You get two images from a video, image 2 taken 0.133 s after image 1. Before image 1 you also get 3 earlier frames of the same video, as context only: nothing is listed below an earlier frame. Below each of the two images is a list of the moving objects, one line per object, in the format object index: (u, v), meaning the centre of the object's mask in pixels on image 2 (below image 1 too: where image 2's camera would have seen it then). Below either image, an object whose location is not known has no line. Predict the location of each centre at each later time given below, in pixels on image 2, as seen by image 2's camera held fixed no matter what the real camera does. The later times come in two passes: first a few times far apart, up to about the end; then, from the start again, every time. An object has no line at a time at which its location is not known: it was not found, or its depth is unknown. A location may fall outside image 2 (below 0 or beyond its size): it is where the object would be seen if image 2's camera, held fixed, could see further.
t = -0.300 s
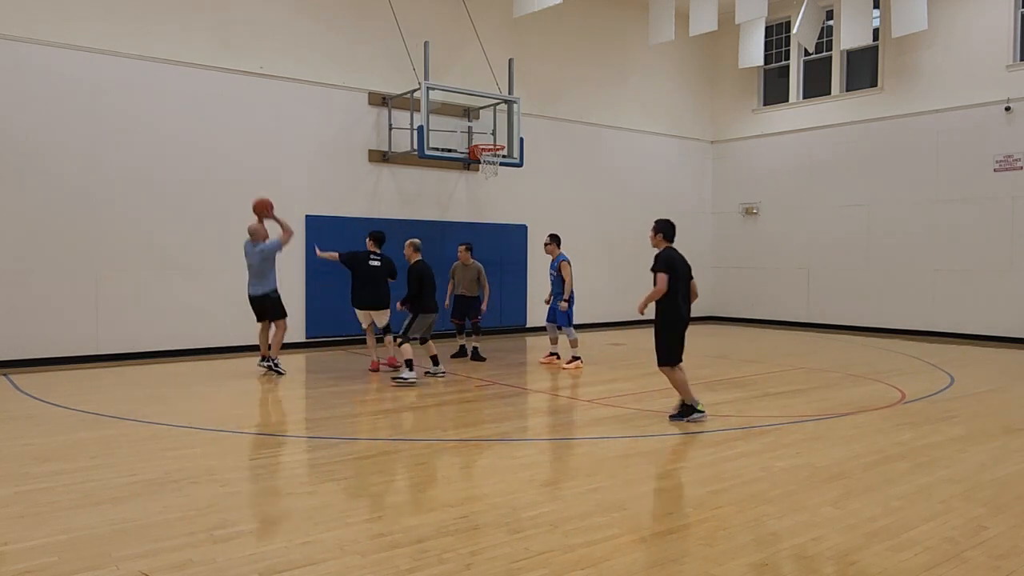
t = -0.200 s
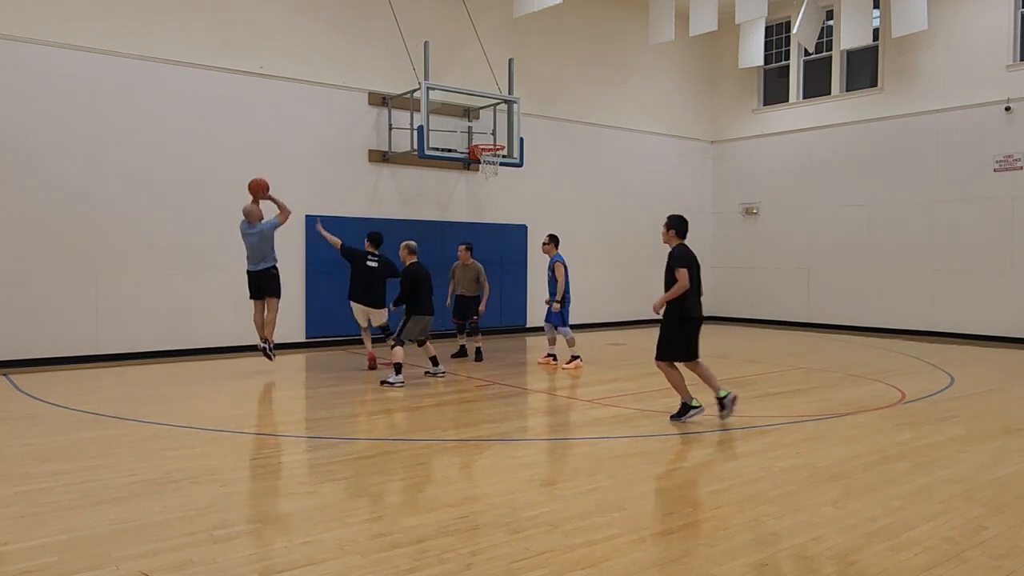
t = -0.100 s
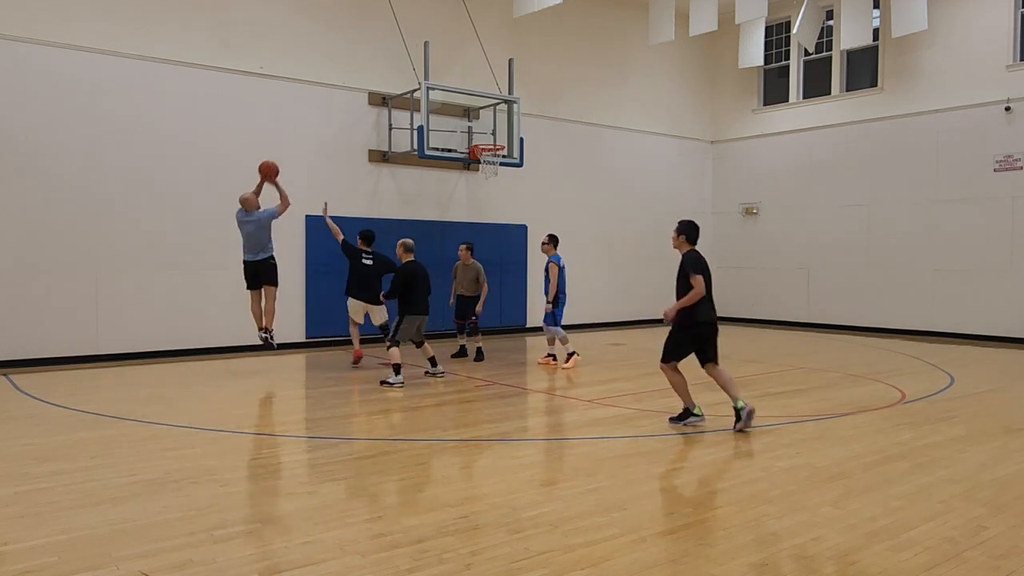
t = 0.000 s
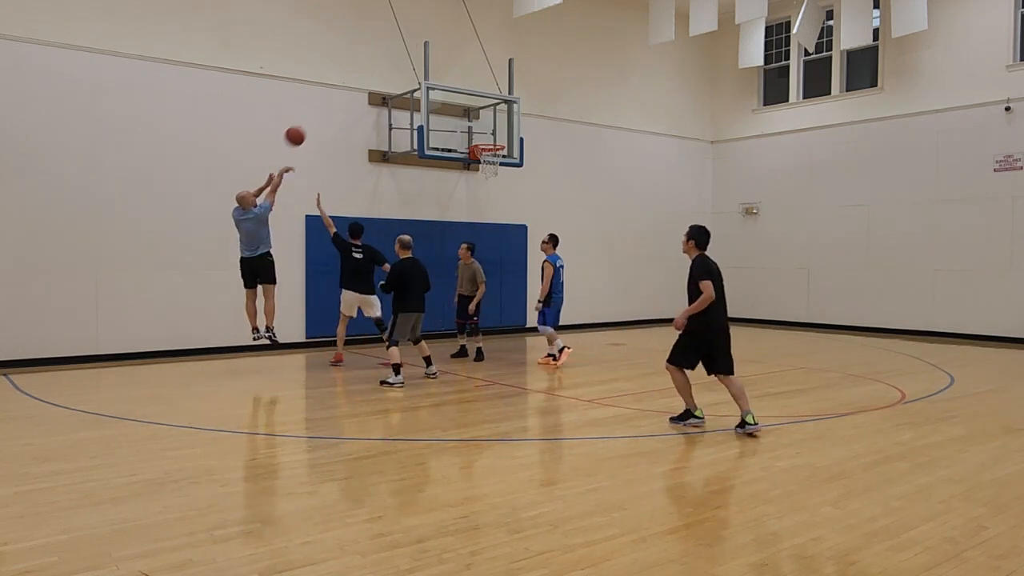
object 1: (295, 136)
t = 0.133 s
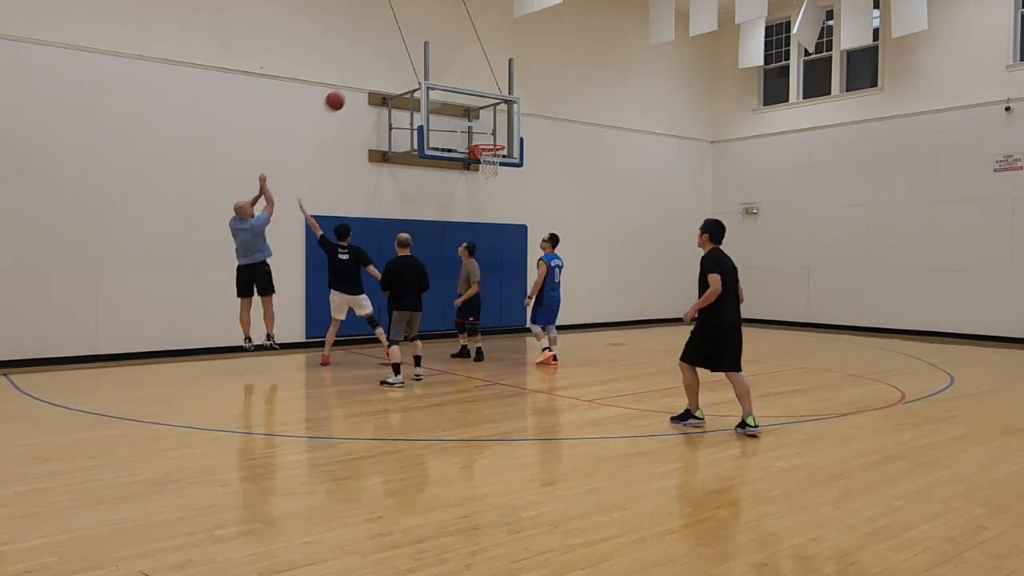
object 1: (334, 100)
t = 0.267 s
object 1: (371, 82)
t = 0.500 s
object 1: (427, 83)
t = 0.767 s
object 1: (481, 125)
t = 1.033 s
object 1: (517, 160)
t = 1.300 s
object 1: (547, 210)
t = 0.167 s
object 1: (344, 95)
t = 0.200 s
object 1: (353, 89)
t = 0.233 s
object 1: (362, 85)
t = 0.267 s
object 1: (371, 82)
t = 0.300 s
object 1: (379, 80)
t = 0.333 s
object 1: (388, 78)
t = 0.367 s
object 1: (396, 77)
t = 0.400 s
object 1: (404, 77)
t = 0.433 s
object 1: (412, 78)
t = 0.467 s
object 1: (419, 80)
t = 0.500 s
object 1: (427, 83)
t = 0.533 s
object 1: (435, 85)
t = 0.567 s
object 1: (441, 89)
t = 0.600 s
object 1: (448, 94)
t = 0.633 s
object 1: (455, 99)
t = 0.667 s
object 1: (462, 105)
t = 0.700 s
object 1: (468, 111)
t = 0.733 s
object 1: (475, 117)
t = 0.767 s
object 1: (481, 125)
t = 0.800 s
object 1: (487, 133)
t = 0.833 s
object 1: (493, 140)
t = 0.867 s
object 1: (498, 142)
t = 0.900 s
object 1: (504, 145)
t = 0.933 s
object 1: (508, 151)
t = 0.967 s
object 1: (510, 154)
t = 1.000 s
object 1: (513, 156)
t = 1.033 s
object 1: (517, 160)
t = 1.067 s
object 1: (521, 163)
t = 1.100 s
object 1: (525, 168)
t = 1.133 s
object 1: (529, 173)
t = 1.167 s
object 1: (533, 179)
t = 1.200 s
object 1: (536, 186)
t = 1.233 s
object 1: (540, 193)
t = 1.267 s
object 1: (544, 201)
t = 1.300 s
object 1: (547, 210)
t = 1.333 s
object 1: (551, 219)
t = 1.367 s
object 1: (554, 229)
